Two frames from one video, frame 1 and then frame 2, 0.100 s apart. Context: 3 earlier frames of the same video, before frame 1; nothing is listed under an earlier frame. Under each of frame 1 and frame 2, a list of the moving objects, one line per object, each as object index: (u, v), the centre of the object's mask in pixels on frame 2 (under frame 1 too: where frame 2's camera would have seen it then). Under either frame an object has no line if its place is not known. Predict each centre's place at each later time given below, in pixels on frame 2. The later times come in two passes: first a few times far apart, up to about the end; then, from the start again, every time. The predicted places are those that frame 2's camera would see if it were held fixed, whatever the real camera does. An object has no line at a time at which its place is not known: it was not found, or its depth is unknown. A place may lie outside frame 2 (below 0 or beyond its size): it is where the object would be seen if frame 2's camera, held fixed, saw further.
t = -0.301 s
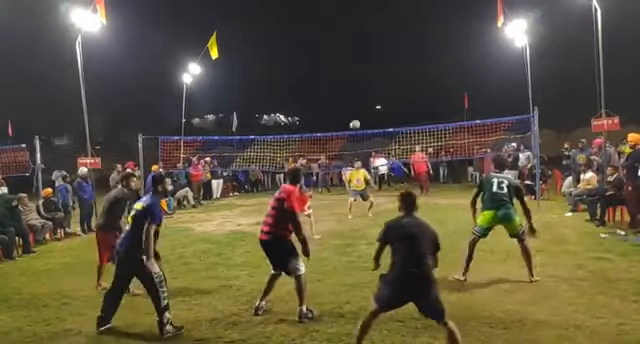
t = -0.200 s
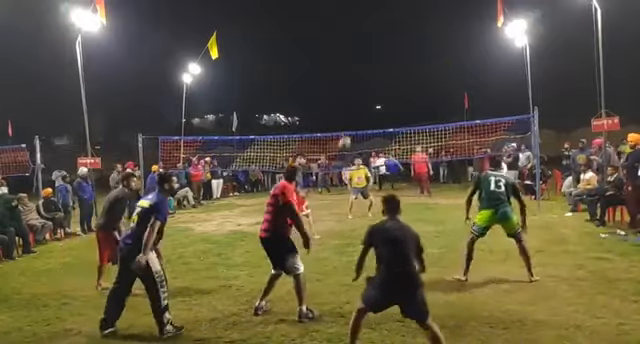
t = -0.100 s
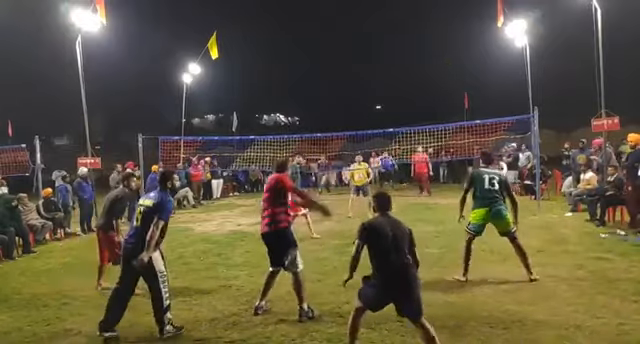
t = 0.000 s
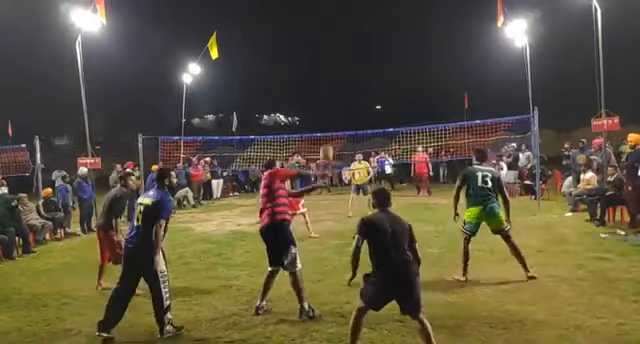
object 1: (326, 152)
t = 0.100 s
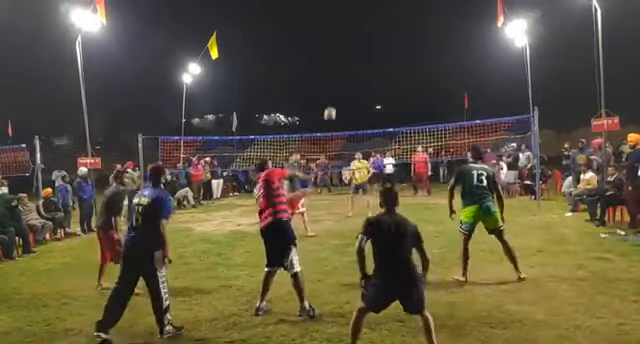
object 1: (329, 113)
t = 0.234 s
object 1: (333, 83)
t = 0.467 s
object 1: (338, 67)
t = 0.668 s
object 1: (342, 74)
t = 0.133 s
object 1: (331, 103)
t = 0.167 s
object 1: (332, 96)
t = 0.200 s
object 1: (332, 89)
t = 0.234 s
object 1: (333, 83)
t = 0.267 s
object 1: (334, 78)
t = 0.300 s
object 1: (335, 74)
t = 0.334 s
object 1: (335, 71)
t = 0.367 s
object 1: (336, 69)
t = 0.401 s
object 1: (337, 68)
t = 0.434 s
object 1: (337, 67)
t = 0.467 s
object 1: (338, 67)
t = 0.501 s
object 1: (339, 67)
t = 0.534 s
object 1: (339, 68)
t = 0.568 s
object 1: (340, 68)
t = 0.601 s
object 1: (341, 70)
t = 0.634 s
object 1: (341, 72)
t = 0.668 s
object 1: (342, 74)
